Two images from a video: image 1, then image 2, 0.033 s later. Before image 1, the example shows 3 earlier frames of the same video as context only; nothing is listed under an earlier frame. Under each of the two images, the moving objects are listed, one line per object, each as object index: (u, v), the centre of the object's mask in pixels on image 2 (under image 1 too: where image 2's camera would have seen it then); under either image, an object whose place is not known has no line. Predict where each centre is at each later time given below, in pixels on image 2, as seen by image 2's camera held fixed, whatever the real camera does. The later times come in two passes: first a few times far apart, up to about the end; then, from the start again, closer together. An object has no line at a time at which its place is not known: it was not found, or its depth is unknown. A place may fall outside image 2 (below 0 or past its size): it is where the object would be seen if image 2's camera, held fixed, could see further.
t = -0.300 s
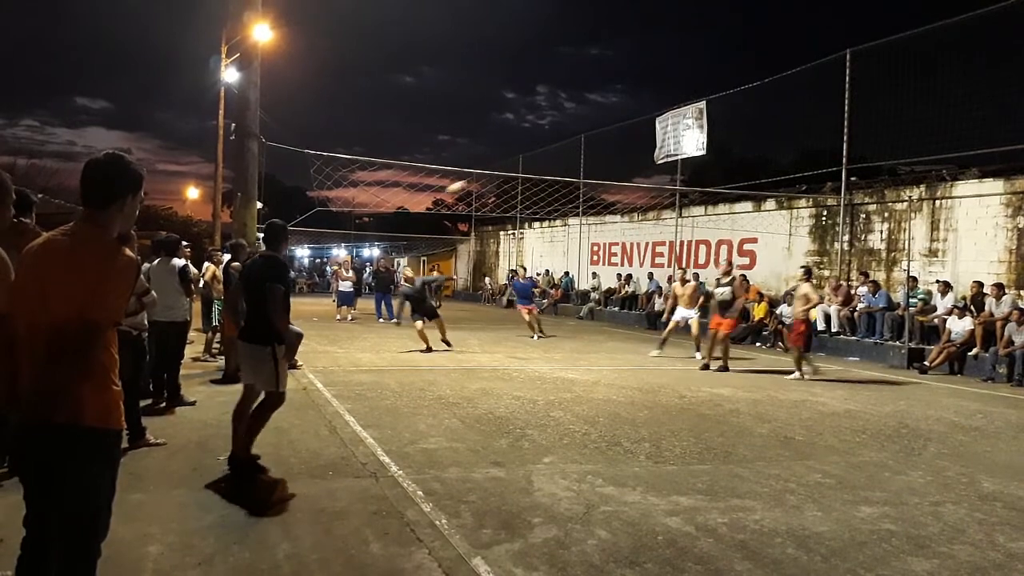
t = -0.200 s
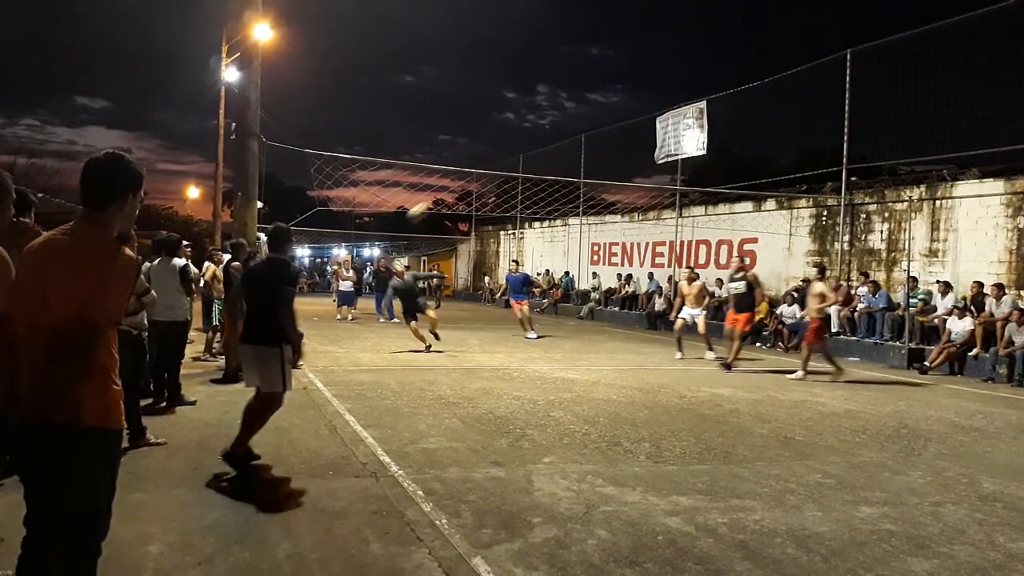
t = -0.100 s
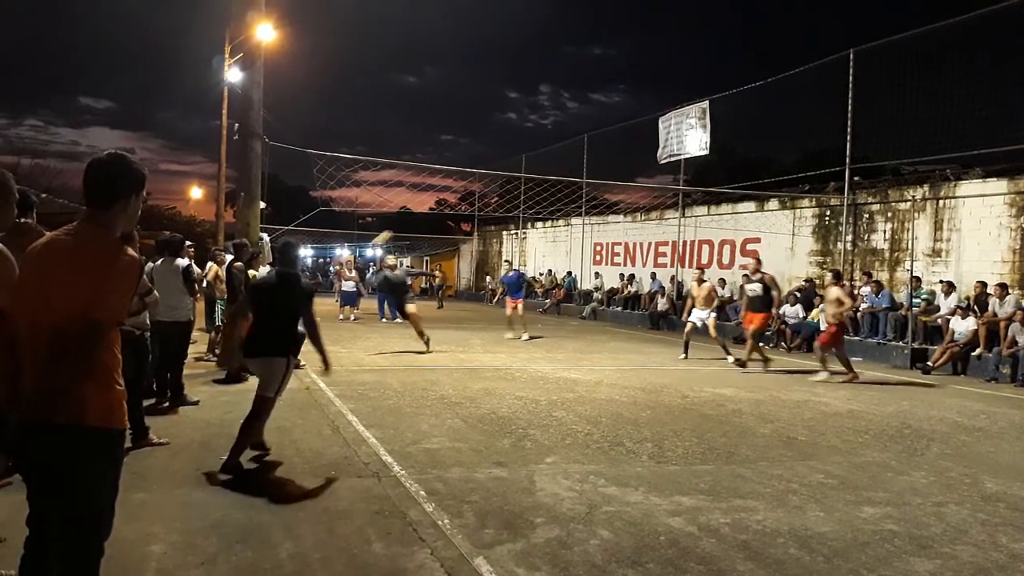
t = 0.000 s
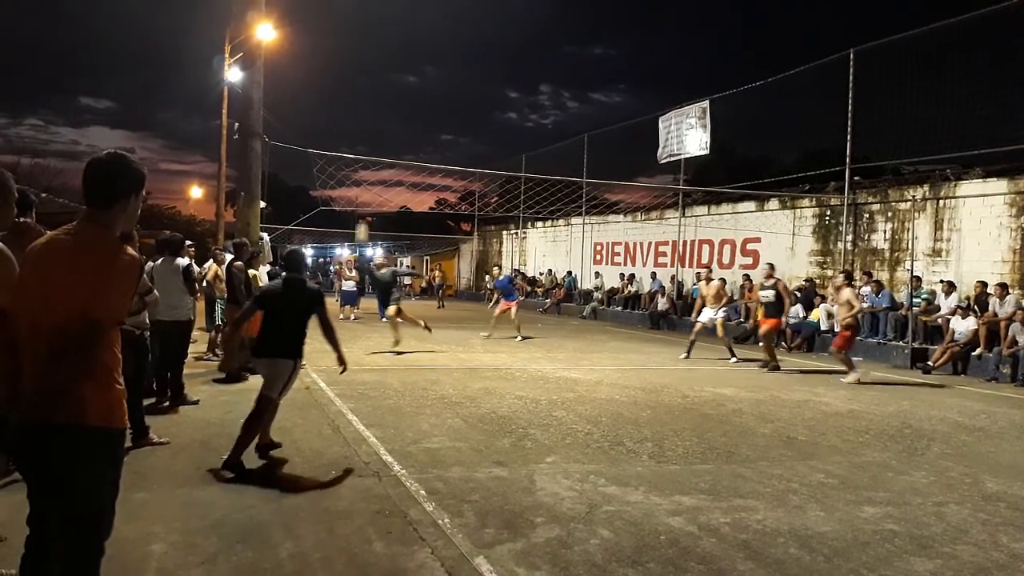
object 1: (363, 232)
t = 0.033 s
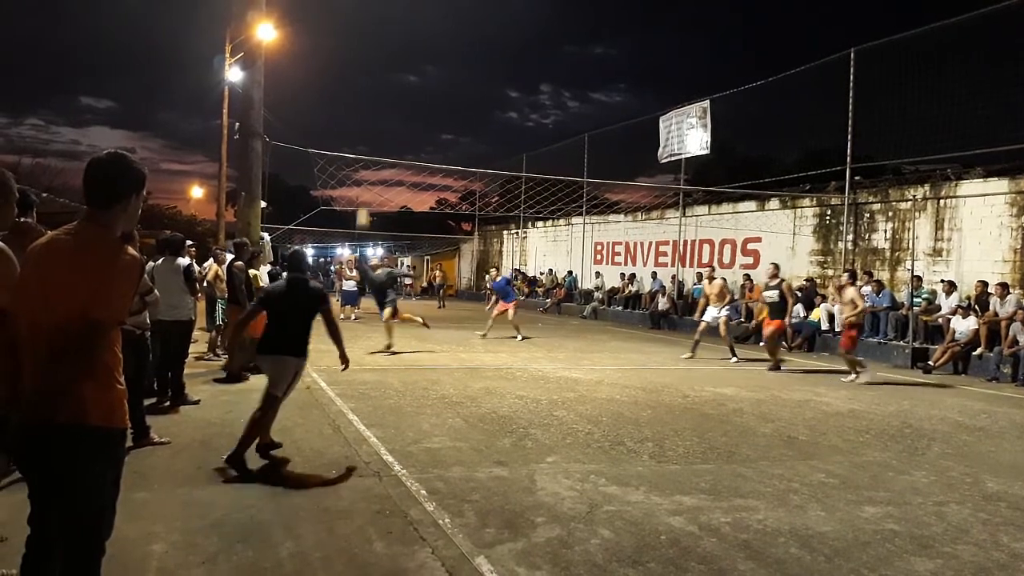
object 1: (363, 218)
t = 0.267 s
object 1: (364, 136)
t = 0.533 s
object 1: (364, 89)
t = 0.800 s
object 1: (364, 84)
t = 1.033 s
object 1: (363, 111)
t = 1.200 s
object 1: (362, 145)
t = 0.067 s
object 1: (362, 203)
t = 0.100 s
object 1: (362, 189)
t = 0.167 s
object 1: (363, 166)
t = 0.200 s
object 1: (363, 153)
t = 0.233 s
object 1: (363, 145)
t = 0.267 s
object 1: (364, 136)
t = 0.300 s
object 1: (364, 128)
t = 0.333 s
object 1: (364, 120)
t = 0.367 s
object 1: (364, 113)
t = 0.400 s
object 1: (364, 106)
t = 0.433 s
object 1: (364, 101)
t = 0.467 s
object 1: (364, 96)
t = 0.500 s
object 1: (364, 92)
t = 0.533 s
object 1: (364, 89)
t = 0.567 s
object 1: (364, 86)
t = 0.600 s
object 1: (364, 84)
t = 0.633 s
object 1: (364, 83)
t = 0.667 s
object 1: (364, 82)
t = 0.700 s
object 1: (364, 82)
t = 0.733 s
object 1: (364, 82)
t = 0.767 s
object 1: (364, 83)
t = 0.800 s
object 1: (364, 84)
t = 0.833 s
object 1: (364, 86)
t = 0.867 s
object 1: (364, 89)
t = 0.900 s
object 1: (364, 92)
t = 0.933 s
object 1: (364, 96)
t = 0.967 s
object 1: (363, 101)
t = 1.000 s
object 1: (363, 105)
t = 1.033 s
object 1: (363, 111)
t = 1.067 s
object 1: (363, 117)
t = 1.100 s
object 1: (363, 123)
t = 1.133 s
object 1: (362, 130)
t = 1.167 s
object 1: (362, 137)
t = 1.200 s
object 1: (362, 145)
